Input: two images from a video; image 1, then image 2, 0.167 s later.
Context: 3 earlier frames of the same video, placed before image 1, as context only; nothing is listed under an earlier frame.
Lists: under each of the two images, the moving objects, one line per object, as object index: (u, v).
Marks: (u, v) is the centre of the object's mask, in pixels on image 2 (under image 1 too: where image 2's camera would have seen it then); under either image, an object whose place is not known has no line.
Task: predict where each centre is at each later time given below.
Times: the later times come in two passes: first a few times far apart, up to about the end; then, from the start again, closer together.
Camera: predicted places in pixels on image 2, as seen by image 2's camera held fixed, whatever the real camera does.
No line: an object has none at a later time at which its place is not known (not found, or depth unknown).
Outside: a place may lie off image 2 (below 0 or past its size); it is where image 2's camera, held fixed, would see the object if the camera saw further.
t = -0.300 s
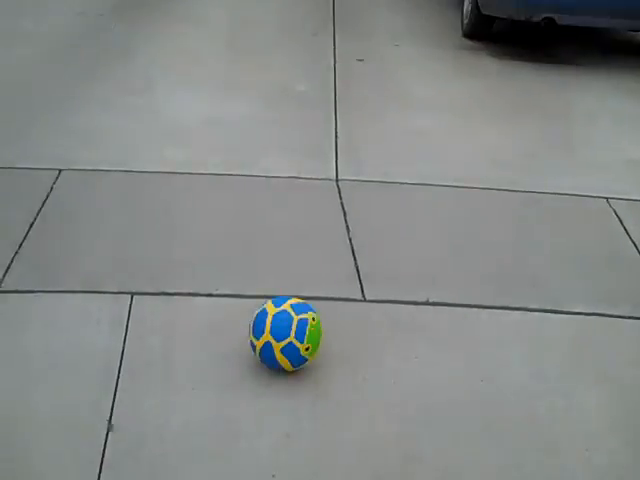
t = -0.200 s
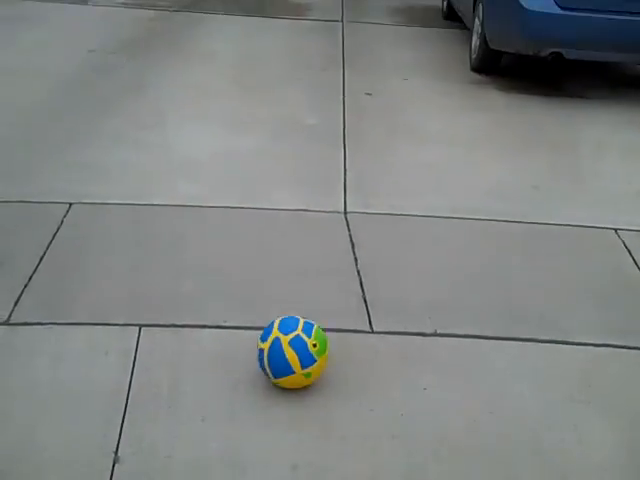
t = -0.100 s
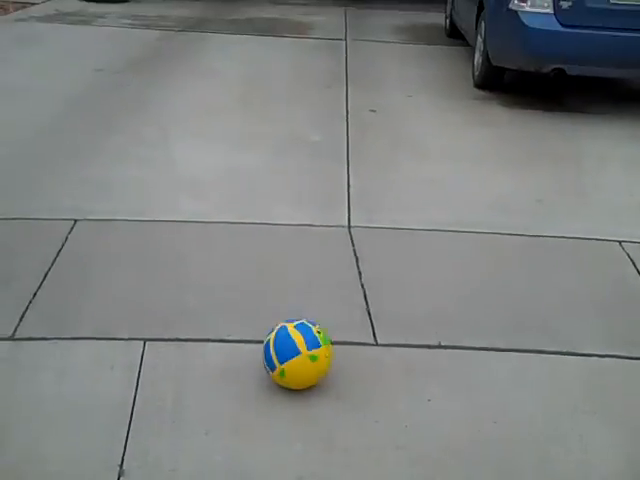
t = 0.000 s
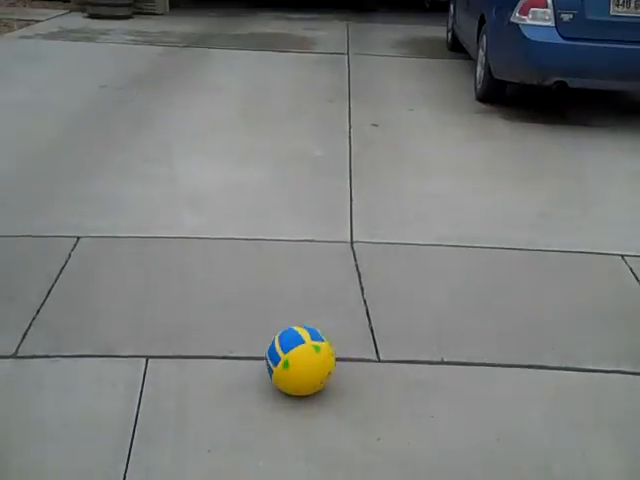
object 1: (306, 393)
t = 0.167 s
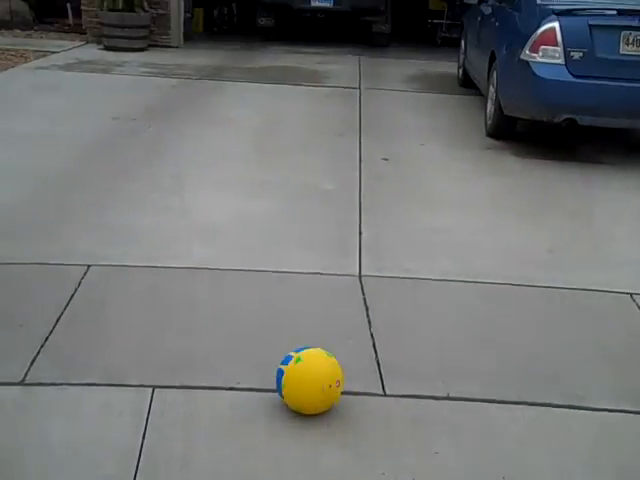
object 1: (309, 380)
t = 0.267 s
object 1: (311, 374)
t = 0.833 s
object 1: (327, 352)
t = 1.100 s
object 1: (335, 348)
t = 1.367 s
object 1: (344, 345)
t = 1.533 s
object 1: (349, 344)
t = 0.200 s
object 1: (310, 378)
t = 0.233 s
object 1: (311, 376)
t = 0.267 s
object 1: (311, 374)
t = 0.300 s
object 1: (312, 372)
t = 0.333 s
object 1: (313, 370)
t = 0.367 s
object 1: (314, 369)
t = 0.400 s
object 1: (315, 367)
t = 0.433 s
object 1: (315, 366)
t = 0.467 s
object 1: (316, 365)
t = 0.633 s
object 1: (321, 358)
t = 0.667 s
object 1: (322, 357)
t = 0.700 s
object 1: (323, 356)
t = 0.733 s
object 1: (324, 355)
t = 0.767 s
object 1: (325, 354)
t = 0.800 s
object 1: (326, 353)
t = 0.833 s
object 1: (327, 352)
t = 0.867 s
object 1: (328, 351)
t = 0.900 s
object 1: (329, 351)
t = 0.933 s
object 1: (330, 350)
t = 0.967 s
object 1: (331, 349)
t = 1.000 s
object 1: (332, 349)
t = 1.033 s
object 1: (333, 349)
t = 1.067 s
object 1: (334, 348)
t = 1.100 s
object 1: (335, 348)
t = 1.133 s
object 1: (336, 348)
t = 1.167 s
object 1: (337, 347)
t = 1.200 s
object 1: (338, 346)
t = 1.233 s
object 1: (339, 346)
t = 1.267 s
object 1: (341, 346)
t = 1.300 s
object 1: (342, 345)
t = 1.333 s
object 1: (343, 345)
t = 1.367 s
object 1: (344, 345)
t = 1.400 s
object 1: (345, 345)
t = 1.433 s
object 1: (346, 344)
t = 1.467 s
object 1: (347, 344)
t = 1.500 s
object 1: (348, 344)
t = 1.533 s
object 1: (349, 344)
